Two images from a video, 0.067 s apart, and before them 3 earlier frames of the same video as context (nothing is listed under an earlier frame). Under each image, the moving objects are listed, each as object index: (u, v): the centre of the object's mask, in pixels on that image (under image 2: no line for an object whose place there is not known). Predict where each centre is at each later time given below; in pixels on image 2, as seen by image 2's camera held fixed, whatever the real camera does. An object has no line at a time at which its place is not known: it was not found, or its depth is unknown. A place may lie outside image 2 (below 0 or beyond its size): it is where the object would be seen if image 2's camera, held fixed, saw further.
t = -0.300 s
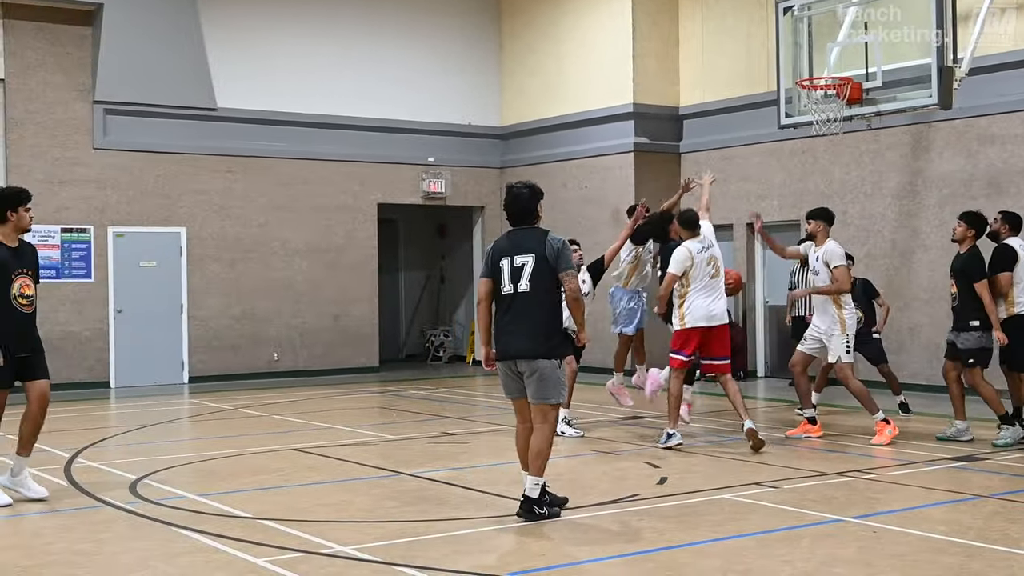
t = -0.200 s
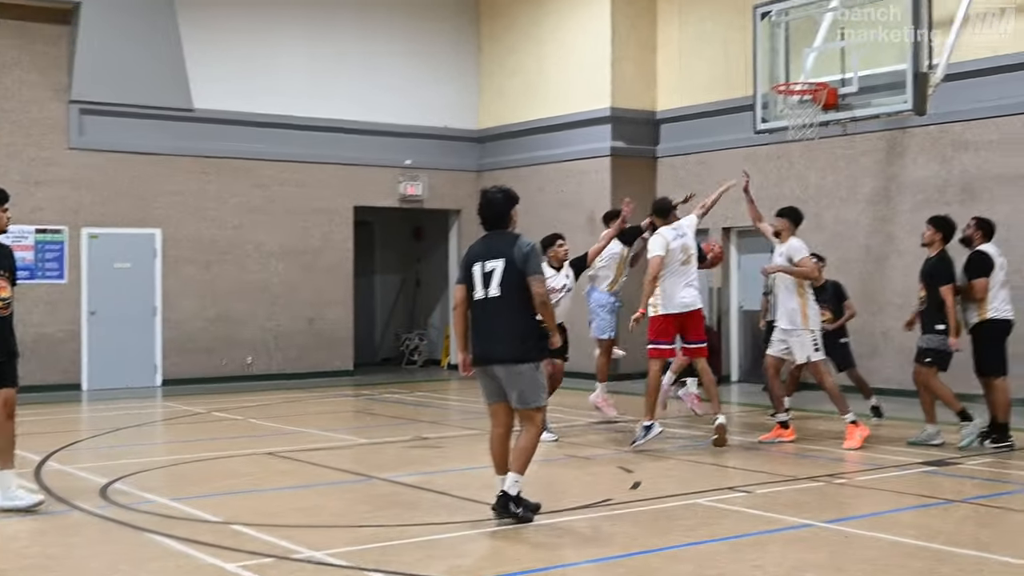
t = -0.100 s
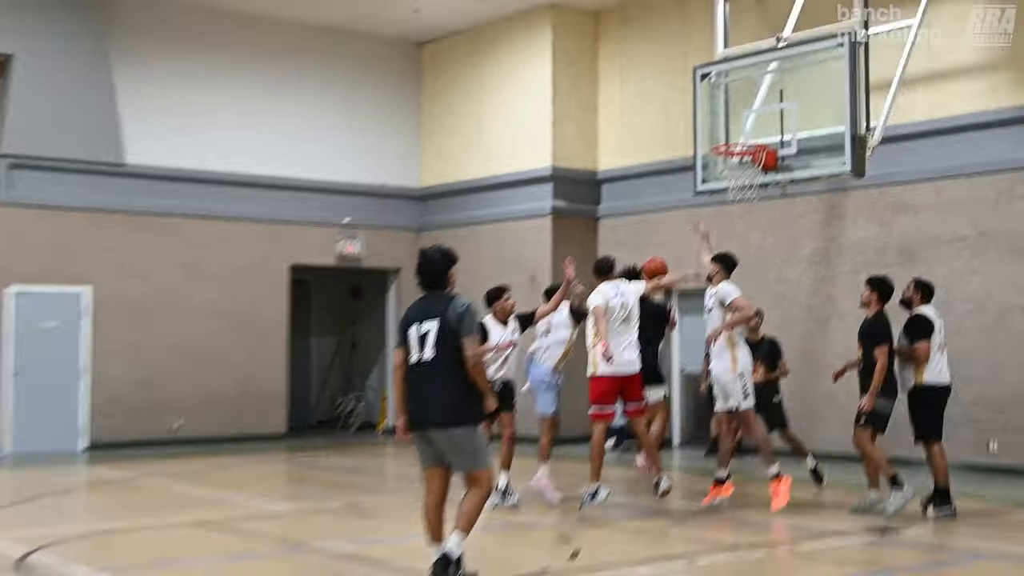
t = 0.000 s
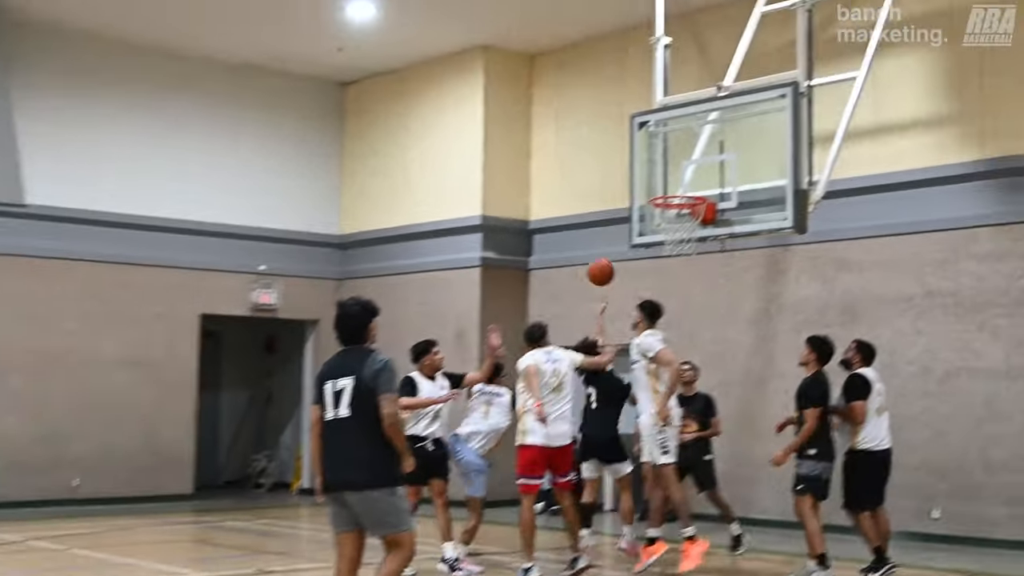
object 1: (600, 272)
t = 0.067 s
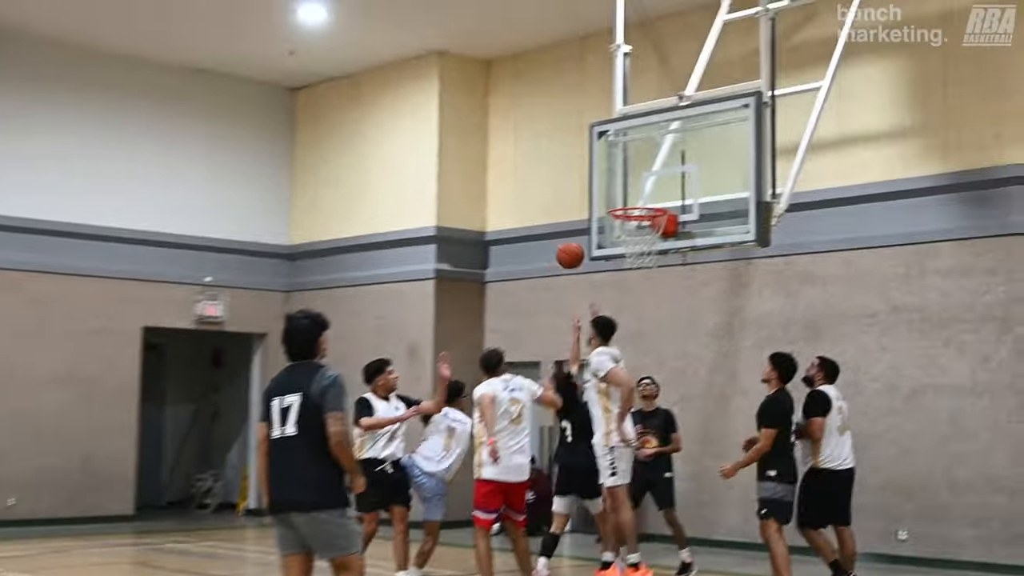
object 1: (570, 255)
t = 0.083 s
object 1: (573, 248)
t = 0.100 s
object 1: (575, 241)
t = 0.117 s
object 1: (578, 235)
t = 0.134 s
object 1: (581, 229)
